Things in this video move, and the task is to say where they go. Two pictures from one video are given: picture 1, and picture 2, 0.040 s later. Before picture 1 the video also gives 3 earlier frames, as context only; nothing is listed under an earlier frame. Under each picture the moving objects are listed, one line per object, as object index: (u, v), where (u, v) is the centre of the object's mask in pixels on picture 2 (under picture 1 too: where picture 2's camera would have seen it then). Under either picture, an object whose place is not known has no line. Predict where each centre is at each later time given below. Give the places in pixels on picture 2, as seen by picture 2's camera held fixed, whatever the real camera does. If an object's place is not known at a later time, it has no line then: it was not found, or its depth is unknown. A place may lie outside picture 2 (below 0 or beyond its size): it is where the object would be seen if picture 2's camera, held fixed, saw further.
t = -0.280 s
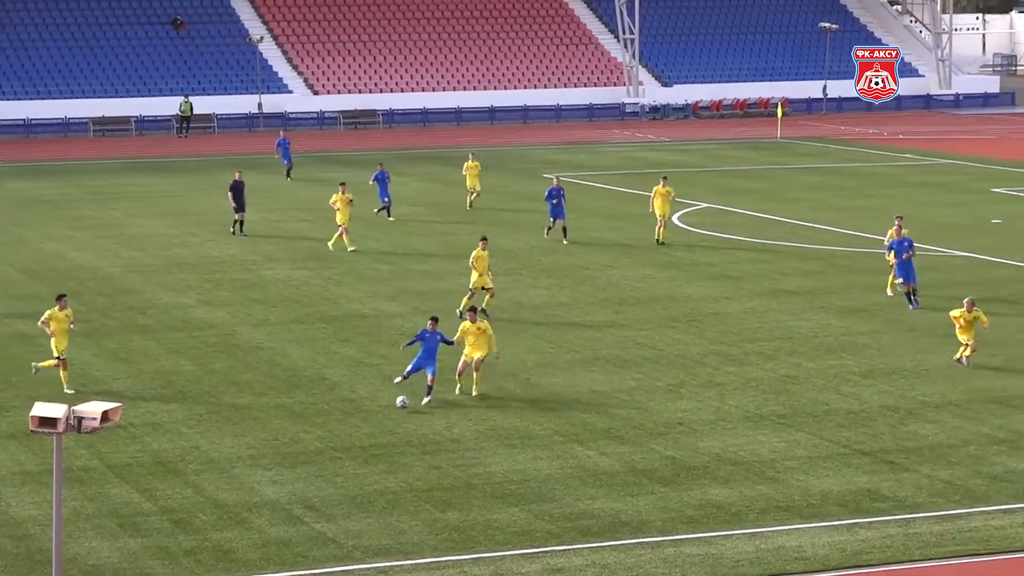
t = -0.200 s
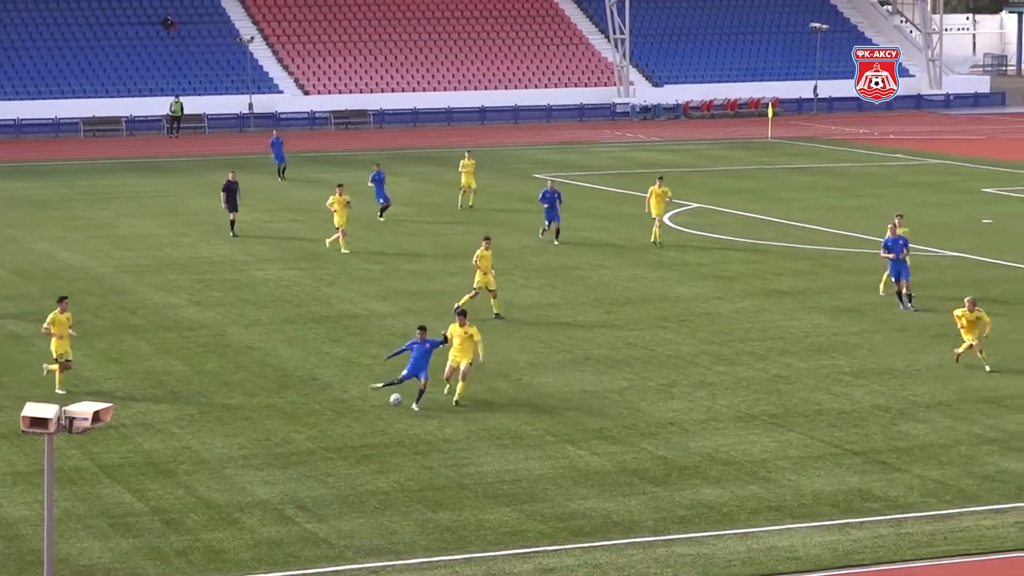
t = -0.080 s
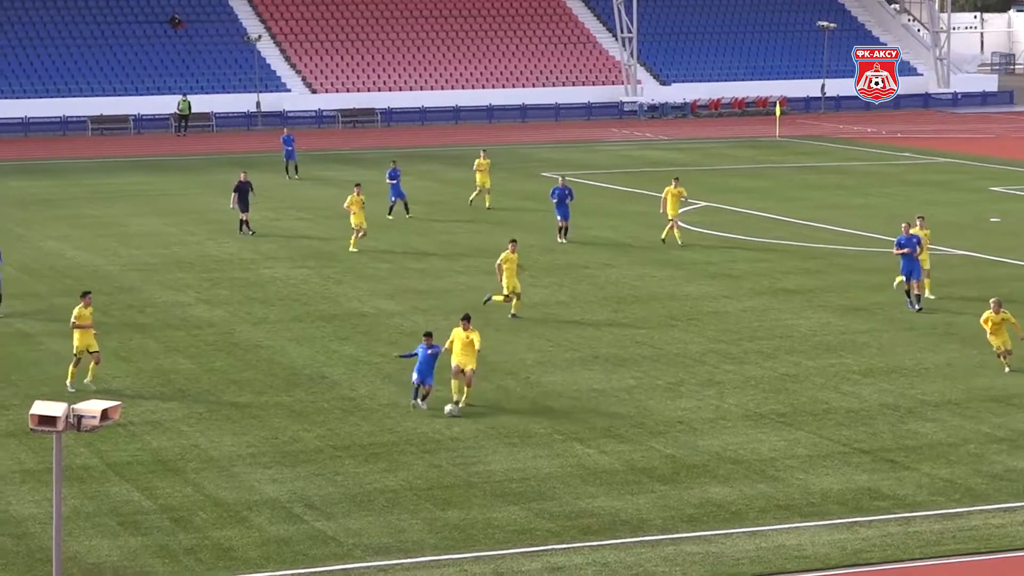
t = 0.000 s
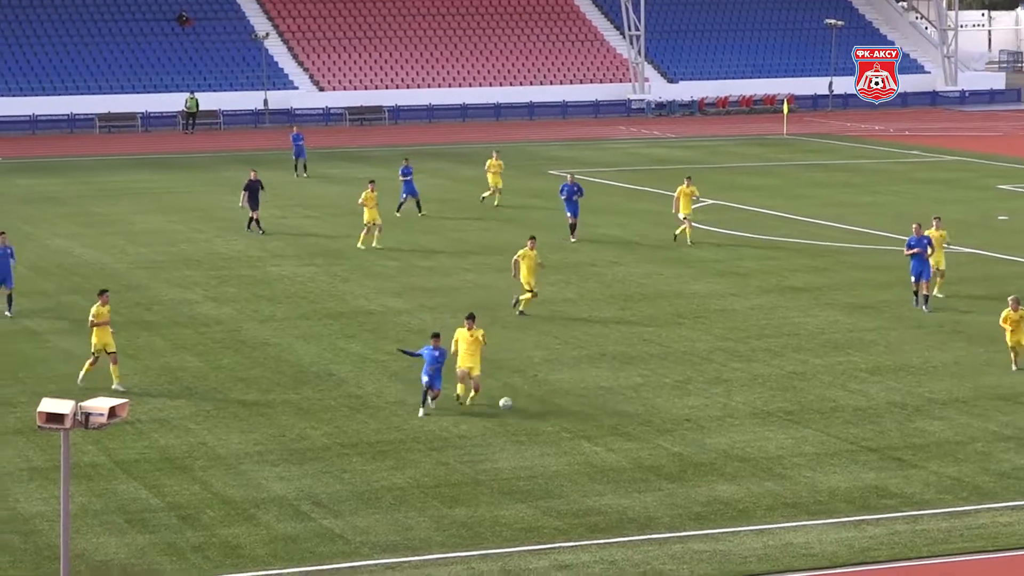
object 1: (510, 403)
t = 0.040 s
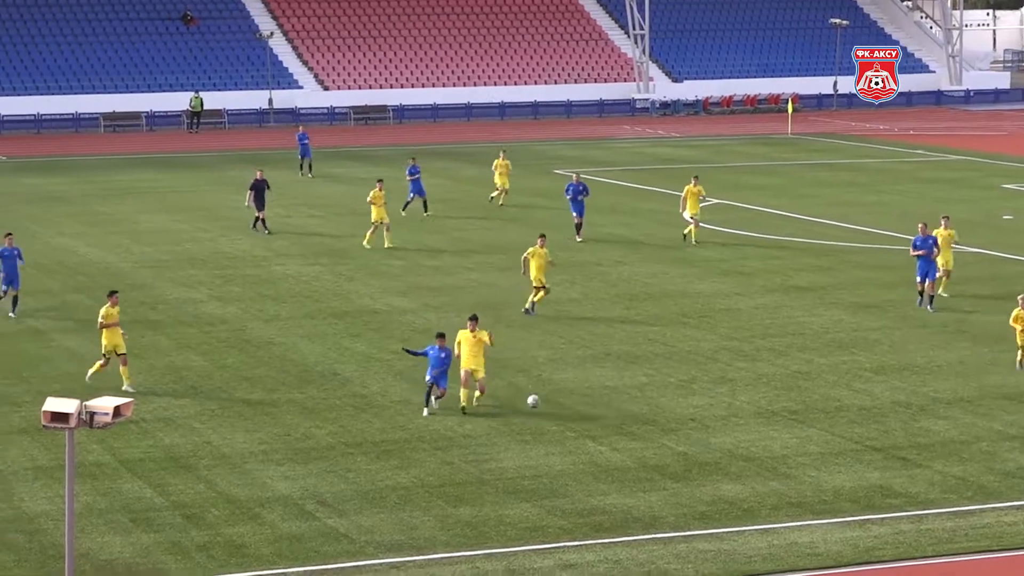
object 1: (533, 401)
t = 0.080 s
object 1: (556, 400)
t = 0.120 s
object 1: (580, 401)
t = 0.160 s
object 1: (604, 403)
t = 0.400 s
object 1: (738, 421)
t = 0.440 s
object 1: (758, 420)
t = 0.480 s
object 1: (778, 420)
